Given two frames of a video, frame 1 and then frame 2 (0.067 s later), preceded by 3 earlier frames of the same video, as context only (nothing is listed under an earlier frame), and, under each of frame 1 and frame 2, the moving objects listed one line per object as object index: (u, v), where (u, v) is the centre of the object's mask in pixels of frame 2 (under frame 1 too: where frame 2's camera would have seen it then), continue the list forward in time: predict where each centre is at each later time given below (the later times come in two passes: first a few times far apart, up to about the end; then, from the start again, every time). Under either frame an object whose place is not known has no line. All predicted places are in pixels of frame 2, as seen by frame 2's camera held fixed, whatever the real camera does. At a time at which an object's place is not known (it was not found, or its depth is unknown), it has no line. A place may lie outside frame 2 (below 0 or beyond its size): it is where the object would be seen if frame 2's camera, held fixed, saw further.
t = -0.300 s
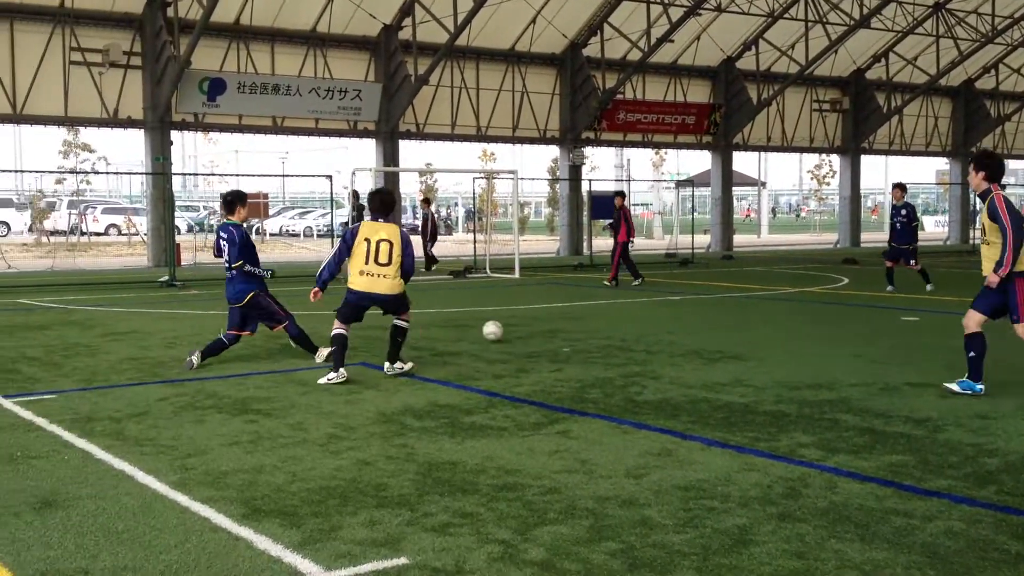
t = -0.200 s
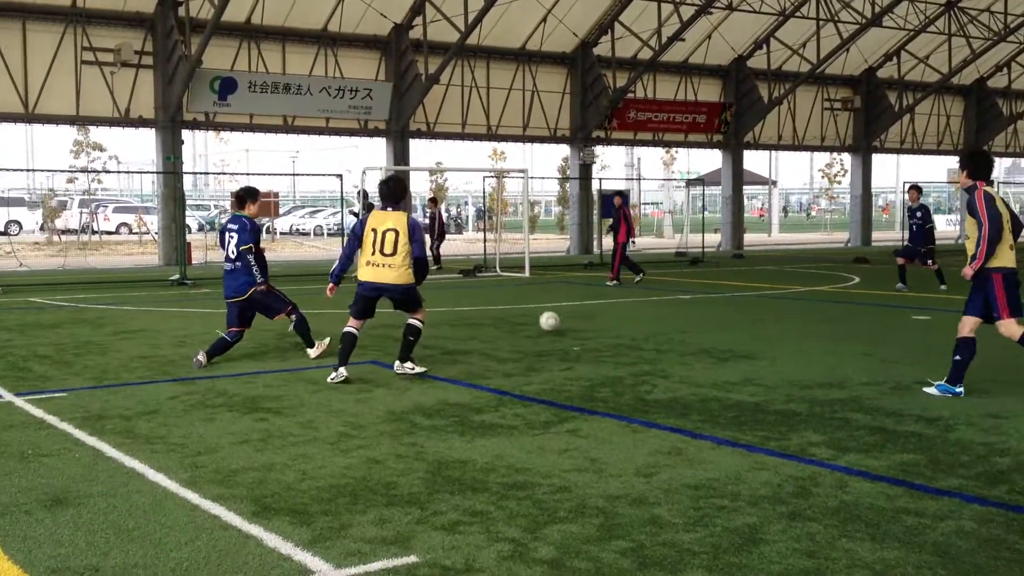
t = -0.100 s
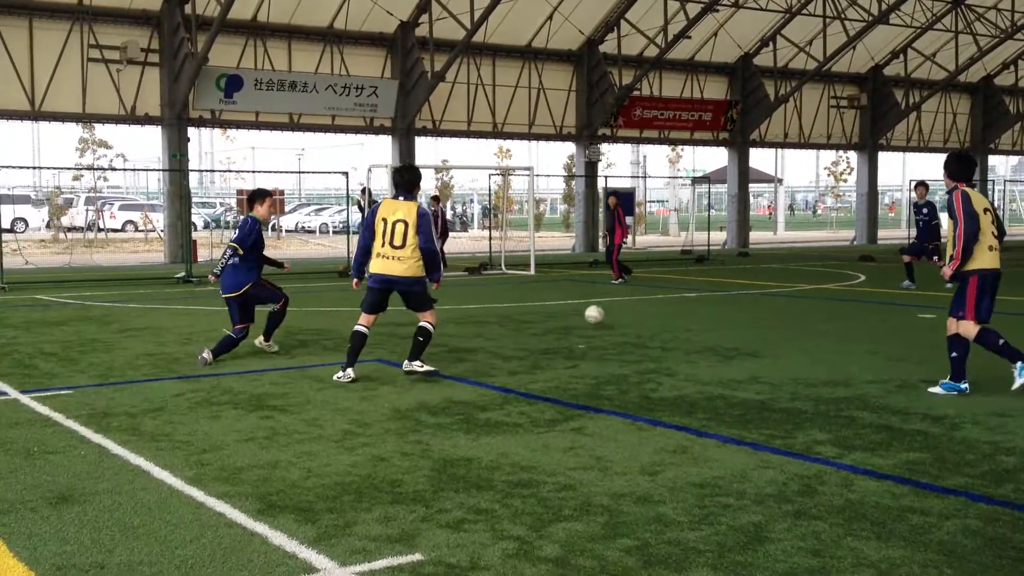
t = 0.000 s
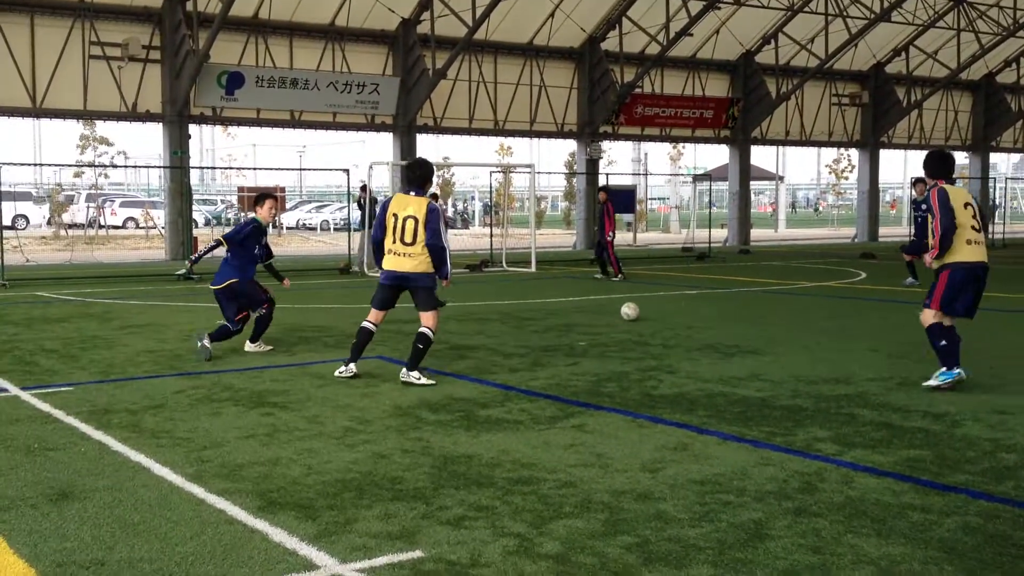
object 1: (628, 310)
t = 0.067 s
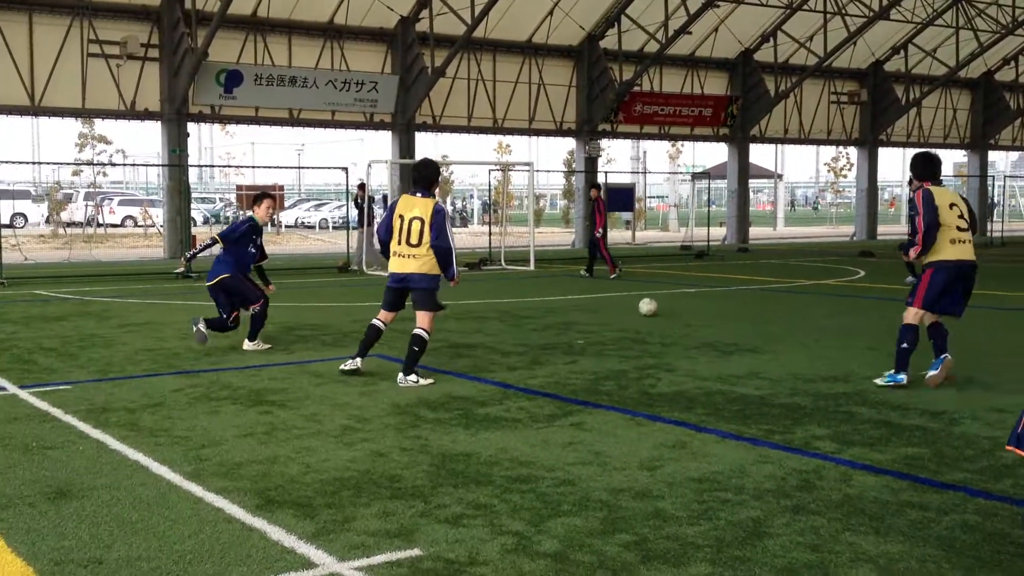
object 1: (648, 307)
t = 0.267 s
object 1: (695, 301)
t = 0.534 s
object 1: (742, 296)
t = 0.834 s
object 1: (789, 289)
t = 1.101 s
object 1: (824, 285)
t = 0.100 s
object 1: (657, 307)
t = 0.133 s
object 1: (666, 306)
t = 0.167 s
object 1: (673, 304)
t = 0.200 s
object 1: (681, 303)
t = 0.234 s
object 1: (688, 303)
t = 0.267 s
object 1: (695, 301)
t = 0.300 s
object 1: (701, 300)
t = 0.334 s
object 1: (708, 300)
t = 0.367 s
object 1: (714, 300)
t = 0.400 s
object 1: (719, 298)
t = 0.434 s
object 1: (726, 298)
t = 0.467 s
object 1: (731, 297)
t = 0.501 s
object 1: (737, 297)
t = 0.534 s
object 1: (742, 296)
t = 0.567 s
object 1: (748, 295)
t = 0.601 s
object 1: (753, 295)
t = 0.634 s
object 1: (758, 294)
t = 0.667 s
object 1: (764, 293)
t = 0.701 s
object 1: (769, 293)
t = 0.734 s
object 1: (774, 291)
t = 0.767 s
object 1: (779, 291)
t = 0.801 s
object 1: (784, 290)
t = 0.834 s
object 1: (789, 289)
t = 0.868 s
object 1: (793, 289)
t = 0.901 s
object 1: (798, 289)
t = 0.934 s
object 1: (802, 288)
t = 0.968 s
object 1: (807, 287)
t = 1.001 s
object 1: (811, 286)
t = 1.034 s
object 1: (816, 286)
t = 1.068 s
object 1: (820, 286)
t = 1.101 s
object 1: (824, 285)
